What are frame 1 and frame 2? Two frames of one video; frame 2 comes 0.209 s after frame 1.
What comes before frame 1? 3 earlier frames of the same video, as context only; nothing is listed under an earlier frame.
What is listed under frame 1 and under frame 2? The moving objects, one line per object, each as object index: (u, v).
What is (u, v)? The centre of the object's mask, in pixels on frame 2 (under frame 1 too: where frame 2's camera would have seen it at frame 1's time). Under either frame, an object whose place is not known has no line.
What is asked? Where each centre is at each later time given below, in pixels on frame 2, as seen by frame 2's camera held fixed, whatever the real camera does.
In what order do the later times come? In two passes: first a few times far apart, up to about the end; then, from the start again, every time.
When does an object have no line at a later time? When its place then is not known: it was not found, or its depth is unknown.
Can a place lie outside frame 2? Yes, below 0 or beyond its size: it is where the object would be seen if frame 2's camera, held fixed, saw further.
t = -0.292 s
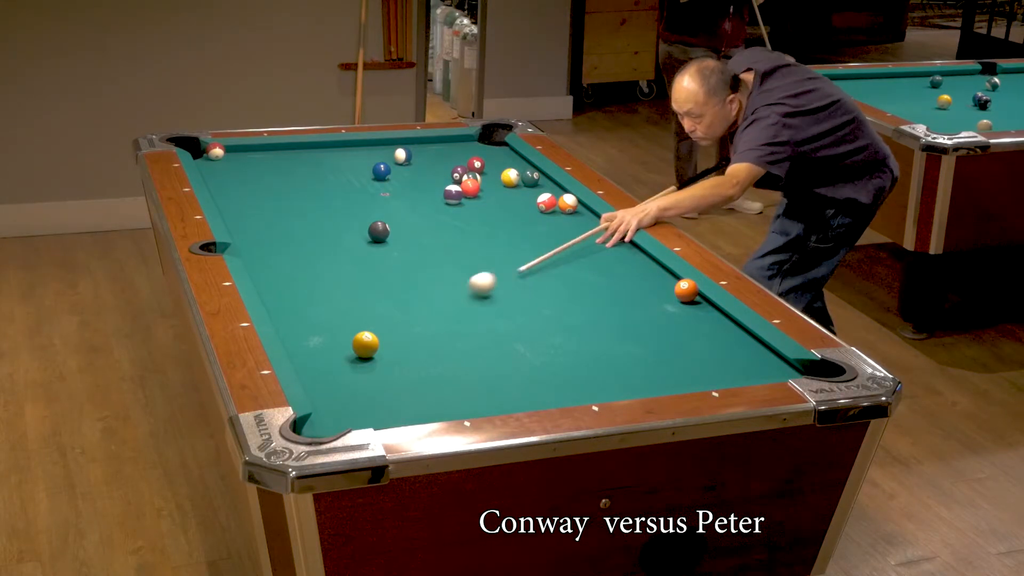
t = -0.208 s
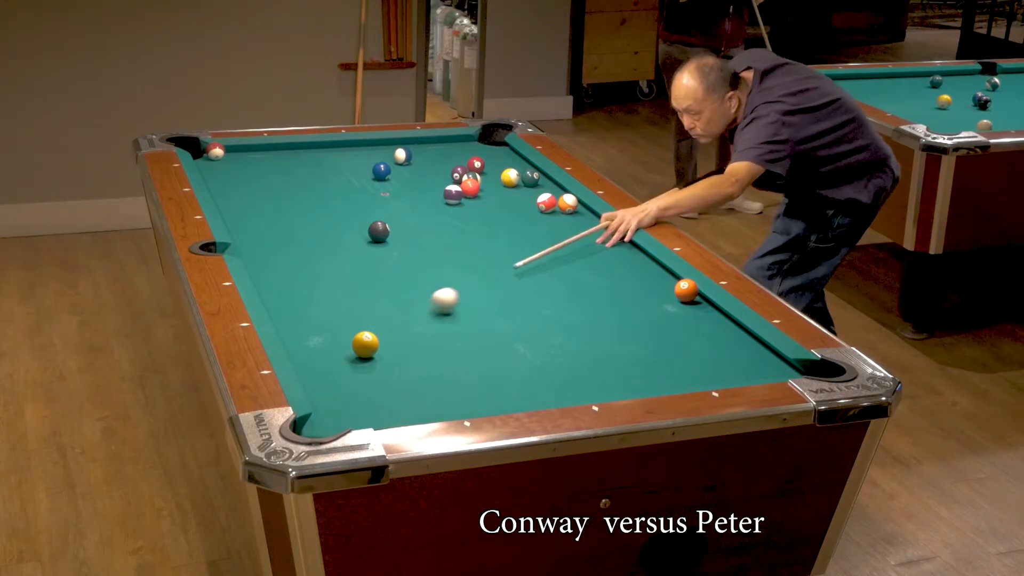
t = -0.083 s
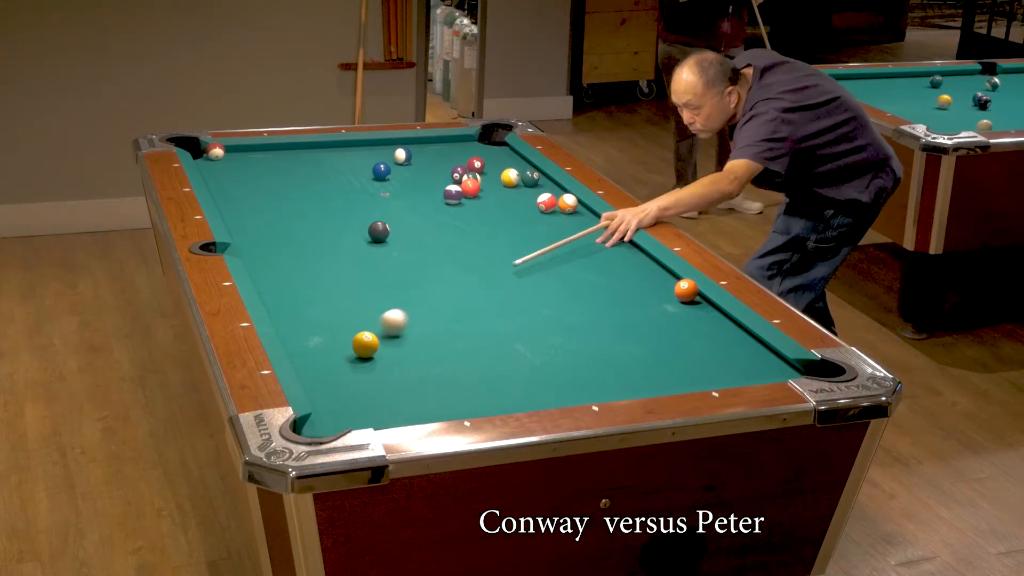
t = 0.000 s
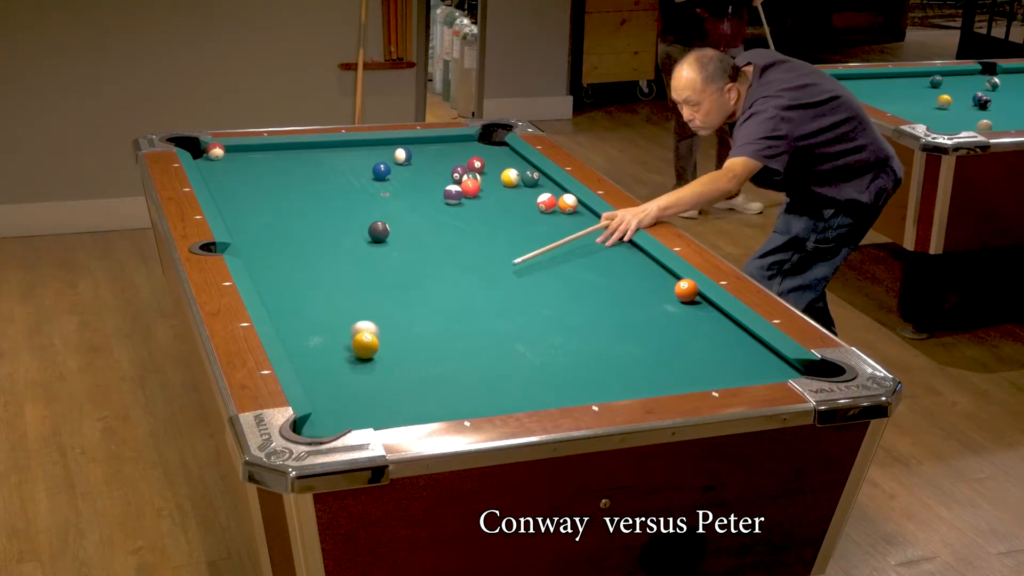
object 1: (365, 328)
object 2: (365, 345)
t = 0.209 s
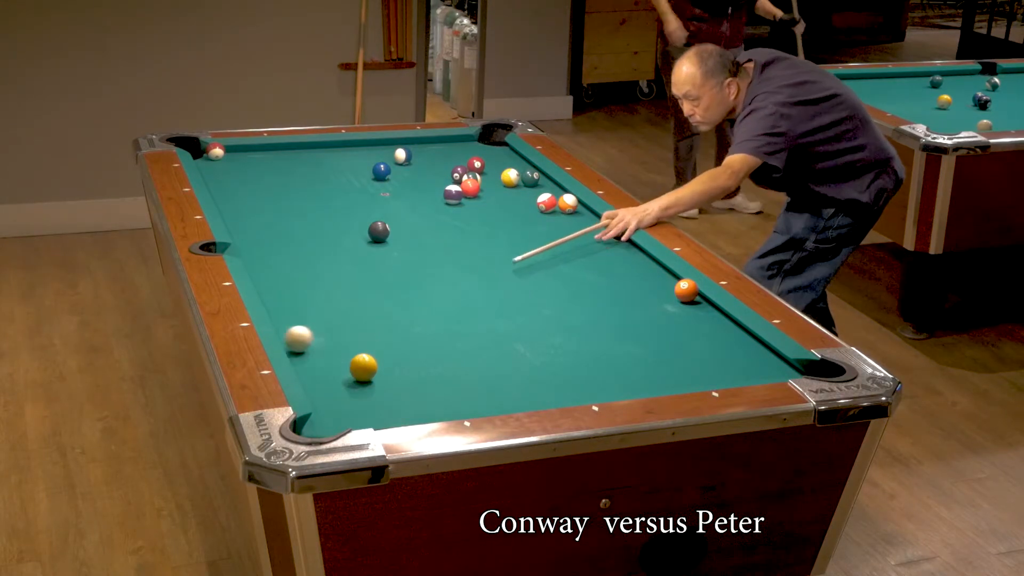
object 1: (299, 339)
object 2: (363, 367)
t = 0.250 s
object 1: (293, 339)
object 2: (363, 371)
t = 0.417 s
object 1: (316, 332)
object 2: (362, 388)
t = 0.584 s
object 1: (337, 326)
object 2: (360, 404)
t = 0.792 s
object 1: (360, 320)
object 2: (357, 420)
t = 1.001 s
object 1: (381, 313)
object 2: (331, 423)
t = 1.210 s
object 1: (400, 308)
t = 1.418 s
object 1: (418, 302)
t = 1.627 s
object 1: (435, 298)
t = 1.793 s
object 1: (447, 295)
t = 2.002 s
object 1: (461, 291)
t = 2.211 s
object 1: (473, 288)
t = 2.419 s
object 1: (484, 286)
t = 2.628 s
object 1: (494, 284)
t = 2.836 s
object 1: (502, 282)
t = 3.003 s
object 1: (508, 281)
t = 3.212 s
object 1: (514, 280)
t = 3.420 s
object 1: (519, 278)
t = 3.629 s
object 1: (523, 278)
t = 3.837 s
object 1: (526, 278)
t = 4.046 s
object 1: (528, 278)
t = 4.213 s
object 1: (528, 278)
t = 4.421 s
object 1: (527, 278)
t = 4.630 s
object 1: (527, 278)
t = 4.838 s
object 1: (527, 278)
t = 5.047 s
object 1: (527, 278)
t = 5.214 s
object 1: (527, 278)
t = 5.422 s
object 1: (527, 278)
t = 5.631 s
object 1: (527, 278)
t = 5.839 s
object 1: (527, 278)
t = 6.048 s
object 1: (527, 278)
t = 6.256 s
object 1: (527, 278)
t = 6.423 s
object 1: (527, 278)
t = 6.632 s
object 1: (527, 278)
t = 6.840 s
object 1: (527, 278)
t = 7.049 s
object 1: (527, 278)
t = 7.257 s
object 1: (527, 278)
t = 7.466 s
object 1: (527, 278)
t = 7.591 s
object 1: (527, 277)
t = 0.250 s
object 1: (293, 339)
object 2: (363, 371)
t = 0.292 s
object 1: (300, 337)
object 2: (363, 375)
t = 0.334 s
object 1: (306, 335)
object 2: (362, 380)
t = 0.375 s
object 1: (311, 334)
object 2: (362, 384)
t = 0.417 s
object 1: (316, 332)
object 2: (362, 388)
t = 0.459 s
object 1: (322, 331)
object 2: (361, 392)
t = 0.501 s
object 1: (327, 329)
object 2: (361, 396)
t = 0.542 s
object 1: (332, 328)
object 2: (360, 400)
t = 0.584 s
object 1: (337, 326)
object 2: (360, 404)
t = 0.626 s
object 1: (342, 325)
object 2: (360, 408)
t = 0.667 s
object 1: (347, 324)
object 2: (359, 412)
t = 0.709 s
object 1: (351, 322)
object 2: (359, 415)
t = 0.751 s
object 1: (356, 321)
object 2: (358, 417)
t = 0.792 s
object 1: (360, 320)
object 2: (357, 420)
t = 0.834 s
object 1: (365, 318)
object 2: (352, 420)
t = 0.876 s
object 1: (369, 317)
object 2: (346, 421)
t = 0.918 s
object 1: (373, 316)
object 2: (341, 421)
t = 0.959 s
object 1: (377, 314)
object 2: (336, 422)
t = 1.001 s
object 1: (381, 313)
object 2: (331, 423)
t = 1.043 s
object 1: (385, 312)
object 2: (326, 423)
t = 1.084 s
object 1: (389, 311)
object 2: (320, 425)
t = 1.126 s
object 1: (393, 310)
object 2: (314, 427)
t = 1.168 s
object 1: (397, 309)
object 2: (310, 431)
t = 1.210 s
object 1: (400, 308)
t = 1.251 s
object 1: (404, 306)
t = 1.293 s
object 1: (408, 305)
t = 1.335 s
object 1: (411, 304)
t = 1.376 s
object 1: (415, 303)
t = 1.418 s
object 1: (418, 302)
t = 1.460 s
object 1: (422, 301)
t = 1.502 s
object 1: (425, 301)
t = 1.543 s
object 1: (428, 300)
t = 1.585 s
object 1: (432, 299)
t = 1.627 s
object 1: (435, 298)
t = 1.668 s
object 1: (438, 297)
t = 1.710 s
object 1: (441, 296)
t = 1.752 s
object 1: (444, 296)
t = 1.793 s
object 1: (447, 295)
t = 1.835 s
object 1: (450, 294)
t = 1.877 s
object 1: (452, 294)
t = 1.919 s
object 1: (455, 293)
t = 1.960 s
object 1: (458, 292)
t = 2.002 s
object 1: (461, 291)
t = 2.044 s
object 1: (463, 291)
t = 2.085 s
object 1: (466, 290)
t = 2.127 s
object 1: (468, 290)
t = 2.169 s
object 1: (471, 289)
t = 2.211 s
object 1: (473, 288)
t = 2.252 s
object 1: (476, 288)
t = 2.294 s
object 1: (478, 287)
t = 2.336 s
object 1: (480, 287)
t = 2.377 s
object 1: (482, 286)
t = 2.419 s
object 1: (484, 286)
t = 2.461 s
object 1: (487, 285)
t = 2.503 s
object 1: (489, 285)
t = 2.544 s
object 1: (491, 284)
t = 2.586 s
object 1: (492, 284)
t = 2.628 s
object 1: (494, 284)
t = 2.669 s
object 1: (496, 283)
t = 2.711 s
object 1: (498, 283)
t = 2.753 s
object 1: (499, 282)
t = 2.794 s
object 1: (501, 282)
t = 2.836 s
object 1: (502, 282)
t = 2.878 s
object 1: (504, 282)
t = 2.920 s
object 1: (505, 281)
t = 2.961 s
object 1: (507, 281)
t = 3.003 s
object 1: (508, 281)
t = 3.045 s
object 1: (509, 281)
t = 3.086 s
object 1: (511, 280)
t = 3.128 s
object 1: (512, 280)
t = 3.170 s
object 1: (513, 280)
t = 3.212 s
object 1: (514, 280)
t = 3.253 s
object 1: (515, 279)
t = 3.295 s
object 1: (516, 279)
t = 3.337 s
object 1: (517, 279)
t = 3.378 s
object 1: (518, 278)
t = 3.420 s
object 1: (519, 278)
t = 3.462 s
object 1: (520, 278)
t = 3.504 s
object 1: (521, 278)
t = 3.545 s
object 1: (522, 278)
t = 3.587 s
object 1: (523, 278)
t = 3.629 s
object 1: (523, 278)
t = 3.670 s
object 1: (524, 278)
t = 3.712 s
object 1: (525, 278)
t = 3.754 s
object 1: (525, 278)
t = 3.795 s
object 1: (526, 278)
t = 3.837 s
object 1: (526, 278)
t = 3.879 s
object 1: (527, 278)
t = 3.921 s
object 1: (527, 278)
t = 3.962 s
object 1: (527, 278)
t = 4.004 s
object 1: (527, 278)
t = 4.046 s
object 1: (528, 278)
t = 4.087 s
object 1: (528, 278)
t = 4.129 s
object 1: (528, 278)
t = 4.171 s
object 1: (528, 278)
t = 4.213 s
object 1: (528, 278)
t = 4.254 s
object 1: (528, 278)
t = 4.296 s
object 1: (528, 278)
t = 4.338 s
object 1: (527, 277)
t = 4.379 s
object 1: (527, 278)
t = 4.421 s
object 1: (527, 278)
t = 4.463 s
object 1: (527, 278)
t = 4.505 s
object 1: (527, 278)
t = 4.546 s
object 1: (527, 278)
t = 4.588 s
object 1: (527, 278)
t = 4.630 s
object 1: (527, 278)
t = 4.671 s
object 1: (527, 278)
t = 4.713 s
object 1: (527, 278)
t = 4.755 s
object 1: (527, 278)
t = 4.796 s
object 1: (527, 278)
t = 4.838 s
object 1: (527, 278)
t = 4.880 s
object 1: (527, 278)
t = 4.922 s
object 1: (527, 278)
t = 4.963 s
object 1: (527, 278)
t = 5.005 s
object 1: (527, 278)
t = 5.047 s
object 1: (527, 278)
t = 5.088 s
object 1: (527, 278)
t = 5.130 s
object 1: (527, 278)
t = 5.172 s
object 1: (527, 278)
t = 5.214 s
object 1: (527, 278)
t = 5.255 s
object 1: (527, 278)
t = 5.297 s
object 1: (527, 278)
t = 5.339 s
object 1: (527, 278)
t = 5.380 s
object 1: (527, 278)
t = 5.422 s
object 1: (527, 278)
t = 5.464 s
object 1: (527, 278)
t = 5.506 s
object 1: (527, 278)
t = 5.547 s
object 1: (527, 278)
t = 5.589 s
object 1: (527, 278)
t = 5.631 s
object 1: (527, 278)
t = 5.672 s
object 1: (527, 278)
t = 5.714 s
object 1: (527, 278)
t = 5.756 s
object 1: (527, 278)
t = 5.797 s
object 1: (527, 278)
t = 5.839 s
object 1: (527, 278)
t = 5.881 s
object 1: (527, 278)
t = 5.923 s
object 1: (527, 278)
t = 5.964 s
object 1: (527, 278)
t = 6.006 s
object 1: (527, 278)
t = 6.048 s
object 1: (527, 278)
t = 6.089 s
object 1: (527, 278)
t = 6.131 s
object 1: (527, 278)
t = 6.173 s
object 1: (527, 278)
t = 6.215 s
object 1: (527, 278)
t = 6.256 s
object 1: (527, 278)
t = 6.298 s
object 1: (527, 278)
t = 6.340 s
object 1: (527, 278)
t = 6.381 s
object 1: (527, 278)
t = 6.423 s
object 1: (527, 278)
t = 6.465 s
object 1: (527, 278)
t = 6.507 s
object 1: (527, 278)
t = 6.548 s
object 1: (527, 278)
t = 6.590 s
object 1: (527, 278)
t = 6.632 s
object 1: (527, 278)
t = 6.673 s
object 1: (527, 278)
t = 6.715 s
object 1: (527, 278)
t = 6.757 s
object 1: (527, 278)
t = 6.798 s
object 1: (527, 278)
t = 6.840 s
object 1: (527, 278)
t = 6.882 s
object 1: (527, 278)
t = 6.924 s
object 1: (527, 278)
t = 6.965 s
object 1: (527, 278)
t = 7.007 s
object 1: (527, 278)
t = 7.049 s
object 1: (527, 278)
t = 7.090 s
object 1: (527, 278)
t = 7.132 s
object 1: (527, 278)
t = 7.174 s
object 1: (527, 278)
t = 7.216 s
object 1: (527, 278)
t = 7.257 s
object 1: (527, 278)
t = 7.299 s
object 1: (527, 278)
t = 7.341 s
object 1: (527, 278)
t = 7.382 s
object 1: (527, 278)
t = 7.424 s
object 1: (527, 278)
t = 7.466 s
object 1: (527, 278)
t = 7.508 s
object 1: (527, 278)
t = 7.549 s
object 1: (527, 278)
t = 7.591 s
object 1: (527, 277)
